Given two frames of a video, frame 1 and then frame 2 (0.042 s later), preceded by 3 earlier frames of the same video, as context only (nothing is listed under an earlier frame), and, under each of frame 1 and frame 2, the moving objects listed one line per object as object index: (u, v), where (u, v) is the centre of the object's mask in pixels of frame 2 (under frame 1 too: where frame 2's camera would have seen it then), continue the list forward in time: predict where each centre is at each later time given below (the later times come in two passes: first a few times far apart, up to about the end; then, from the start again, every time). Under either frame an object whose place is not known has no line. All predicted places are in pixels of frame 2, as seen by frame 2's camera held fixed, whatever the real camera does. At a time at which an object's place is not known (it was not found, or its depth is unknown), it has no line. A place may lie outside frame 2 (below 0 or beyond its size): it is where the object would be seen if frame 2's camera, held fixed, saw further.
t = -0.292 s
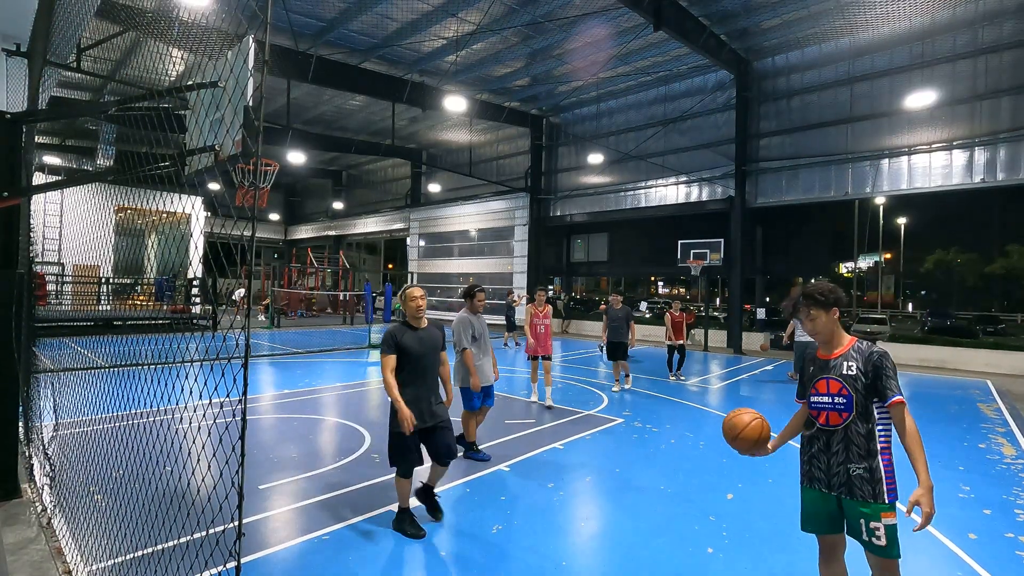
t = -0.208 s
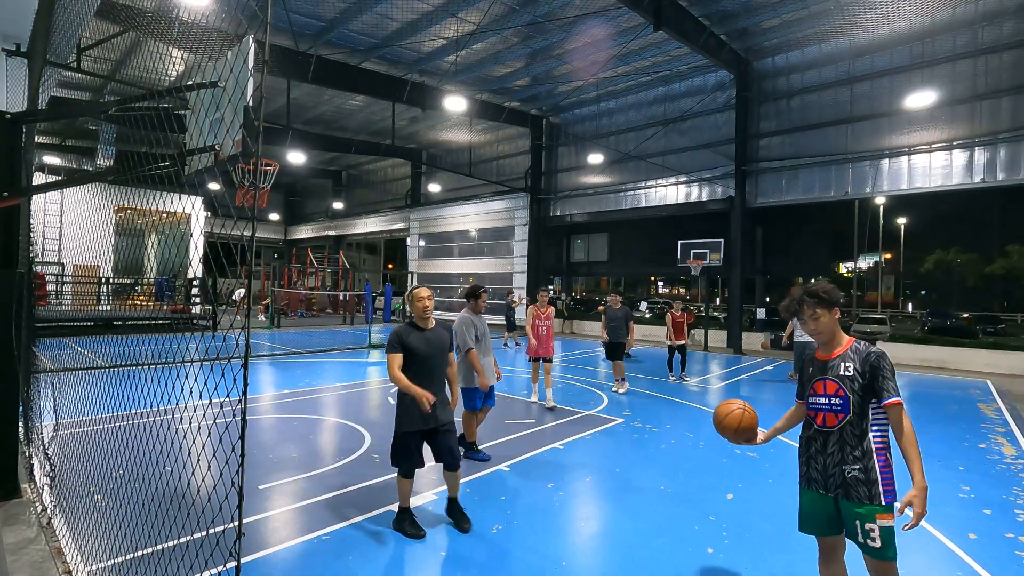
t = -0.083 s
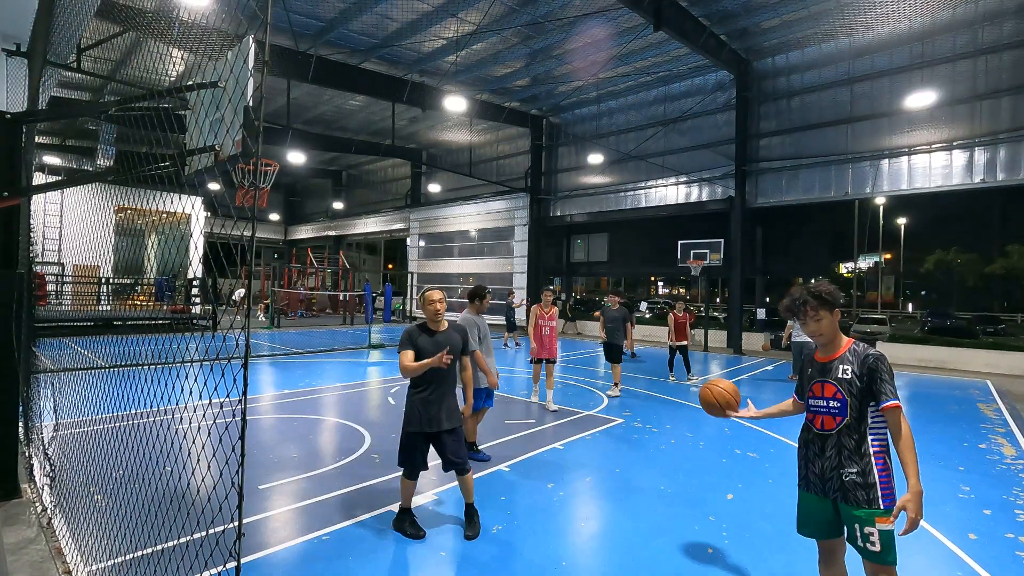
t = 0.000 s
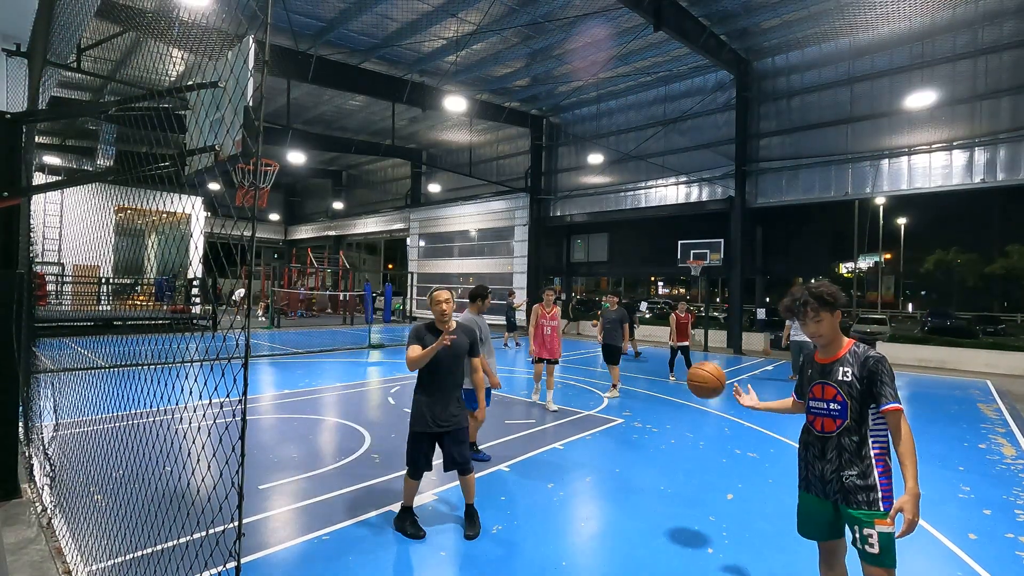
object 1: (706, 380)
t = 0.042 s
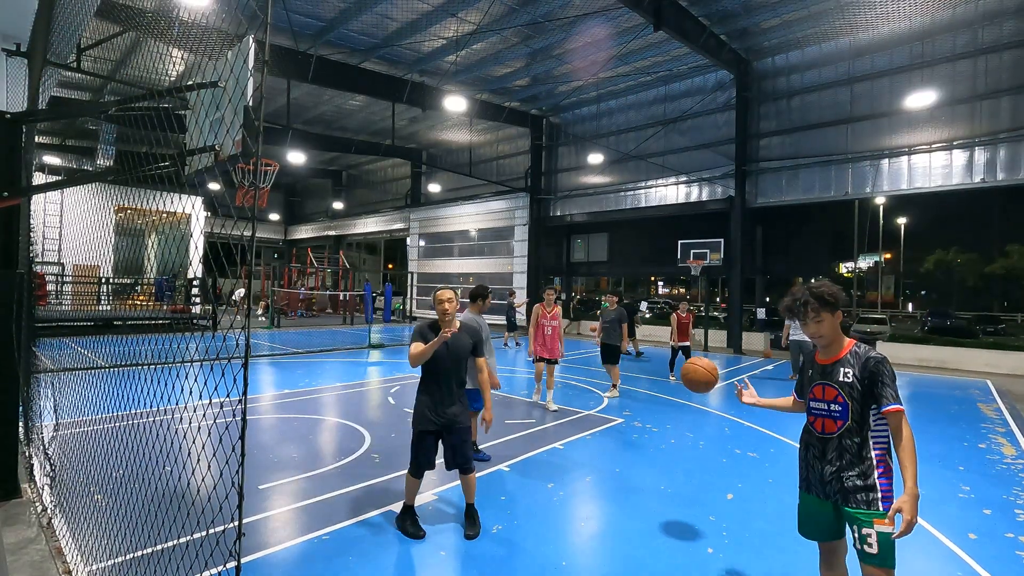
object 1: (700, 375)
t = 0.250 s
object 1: (669, 386)
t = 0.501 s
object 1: (639, 464)
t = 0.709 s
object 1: (619, 422)
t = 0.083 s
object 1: (693, 372)
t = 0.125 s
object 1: (687, 372)
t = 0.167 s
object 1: (681, 375)
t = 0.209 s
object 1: (675, 379)
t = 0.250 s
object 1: (669, 386)
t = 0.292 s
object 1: (664, 395)
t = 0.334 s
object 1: (659, 405)
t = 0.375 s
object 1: (653, 417)
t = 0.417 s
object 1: (648, 431)
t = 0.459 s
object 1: (644, 447)
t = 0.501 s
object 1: (639, 464)
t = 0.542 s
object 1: (634, 483)
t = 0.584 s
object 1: (630, 471)
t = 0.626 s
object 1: (627, 453)
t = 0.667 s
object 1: (623, 436)
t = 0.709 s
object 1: (619, 422)
